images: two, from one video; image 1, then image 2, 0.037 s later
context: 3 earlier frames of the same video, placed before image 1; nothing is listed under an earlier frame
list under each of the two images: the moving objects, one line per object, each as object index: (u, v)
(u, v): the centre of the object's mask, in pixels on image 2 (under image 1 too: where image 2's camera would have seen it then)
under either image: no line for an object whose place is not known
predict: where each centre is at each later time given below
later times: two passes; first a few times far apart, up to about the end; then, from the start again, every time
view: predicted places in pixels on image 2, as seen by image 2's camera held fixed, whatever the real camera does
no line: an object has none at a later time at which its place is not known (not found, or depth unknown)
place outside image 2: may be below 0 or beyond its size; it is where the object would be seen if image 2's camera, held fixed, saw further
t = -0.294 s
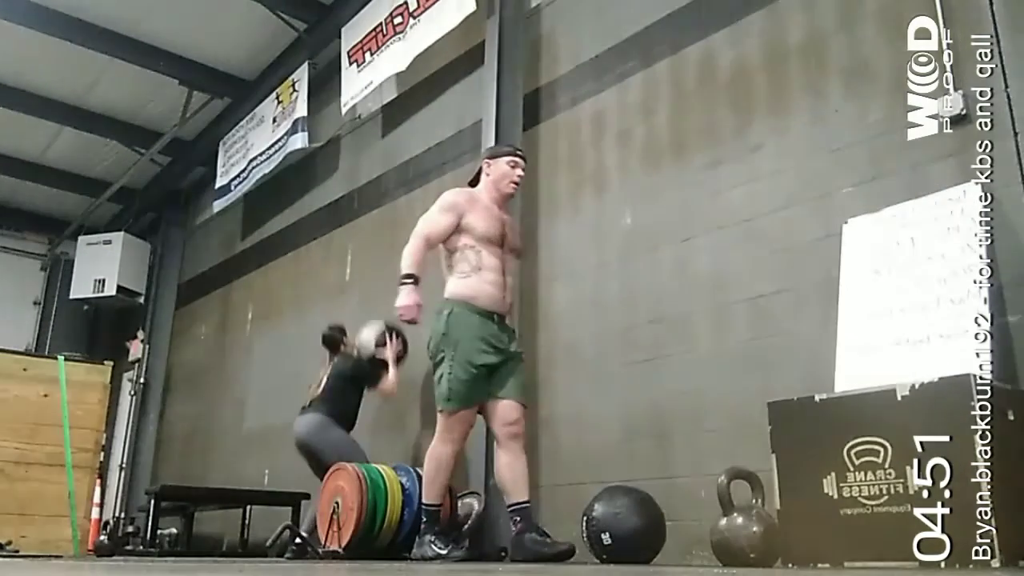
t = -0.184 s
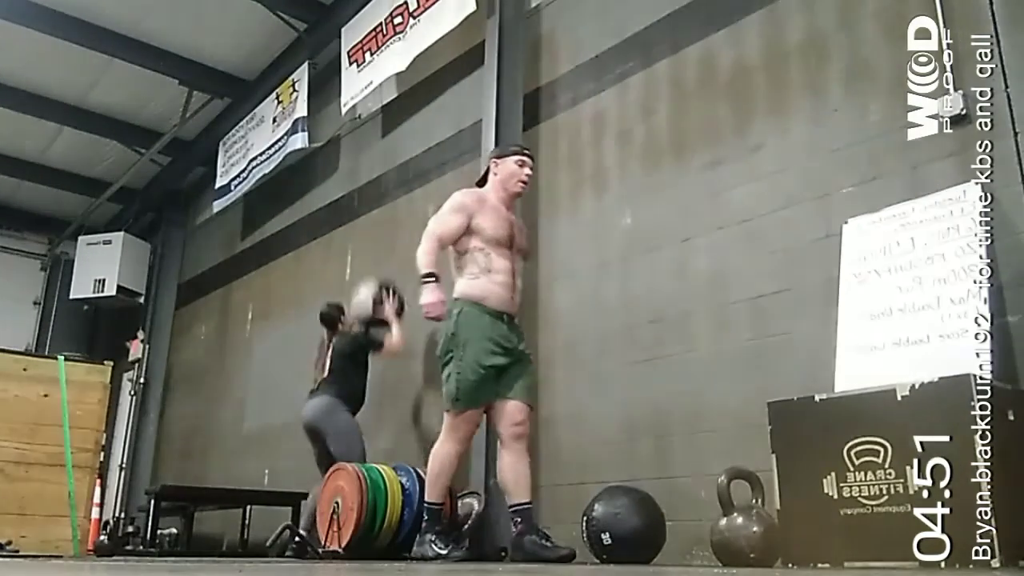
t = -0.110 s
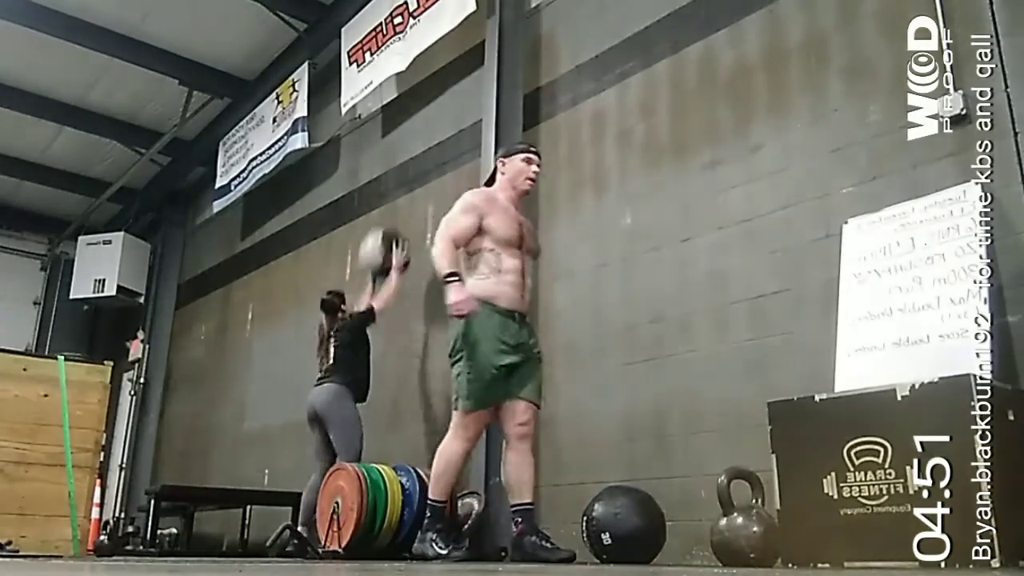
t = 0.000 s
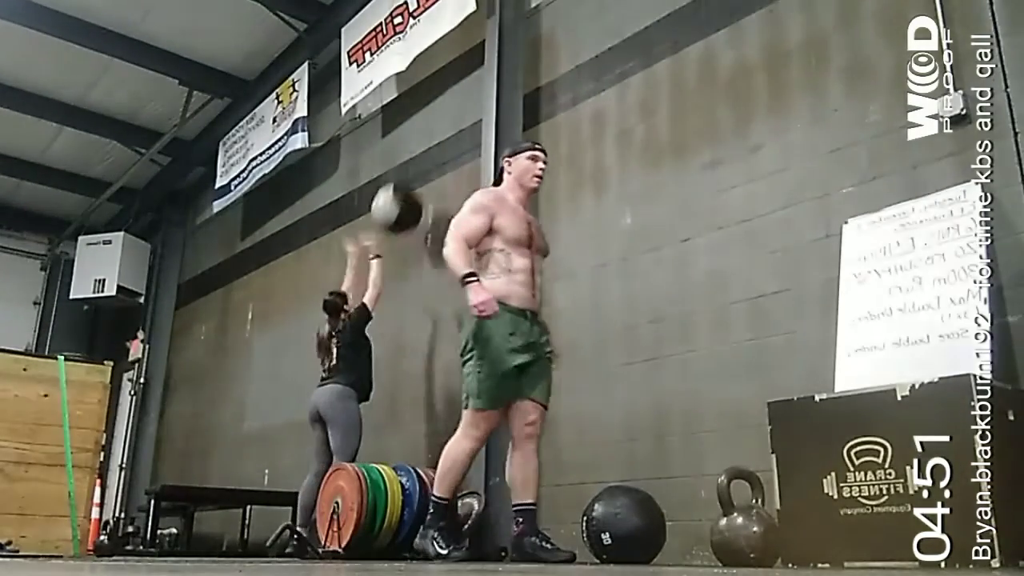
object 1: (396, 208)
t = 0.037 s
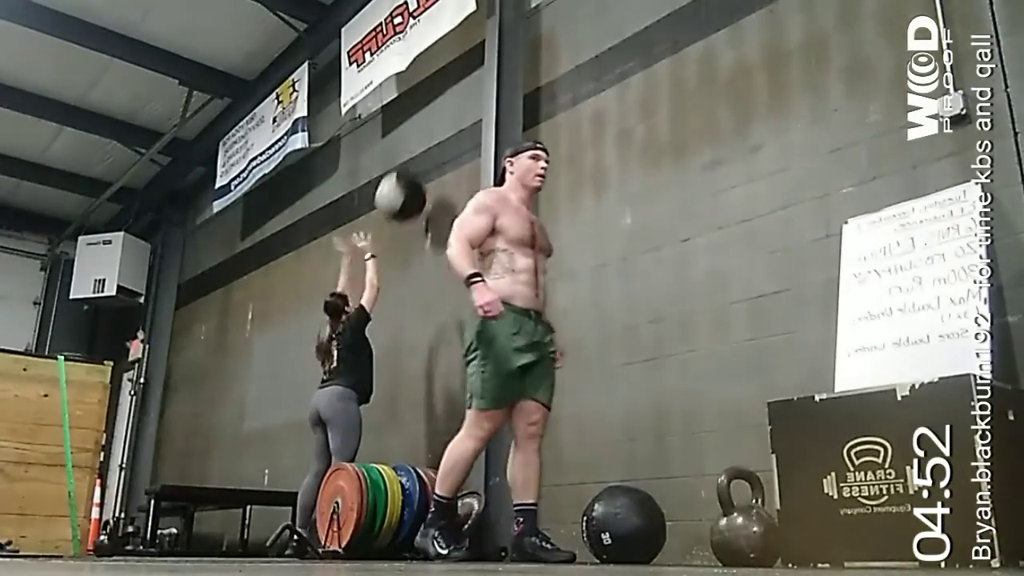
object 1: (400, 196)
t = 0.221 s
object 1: (417, 158)
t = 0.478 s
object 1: (405, 159)
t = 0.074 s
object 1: (404, 186)
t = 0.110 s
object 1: (408, 177)
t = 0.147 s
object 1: (411, 170)
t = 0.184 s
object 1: (414, 163)
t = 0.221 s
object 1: (417, 158)
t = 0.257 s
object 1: (416, 154)
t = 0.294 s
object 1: (413, 149)
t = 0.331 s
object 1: (411, 149)
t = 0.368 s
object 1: (410, 150)
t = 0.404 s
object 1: (408, 152)
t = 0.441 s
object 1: (406, 155)
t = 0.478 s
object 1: (405, 159)
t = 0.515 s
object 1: (404, 165)
